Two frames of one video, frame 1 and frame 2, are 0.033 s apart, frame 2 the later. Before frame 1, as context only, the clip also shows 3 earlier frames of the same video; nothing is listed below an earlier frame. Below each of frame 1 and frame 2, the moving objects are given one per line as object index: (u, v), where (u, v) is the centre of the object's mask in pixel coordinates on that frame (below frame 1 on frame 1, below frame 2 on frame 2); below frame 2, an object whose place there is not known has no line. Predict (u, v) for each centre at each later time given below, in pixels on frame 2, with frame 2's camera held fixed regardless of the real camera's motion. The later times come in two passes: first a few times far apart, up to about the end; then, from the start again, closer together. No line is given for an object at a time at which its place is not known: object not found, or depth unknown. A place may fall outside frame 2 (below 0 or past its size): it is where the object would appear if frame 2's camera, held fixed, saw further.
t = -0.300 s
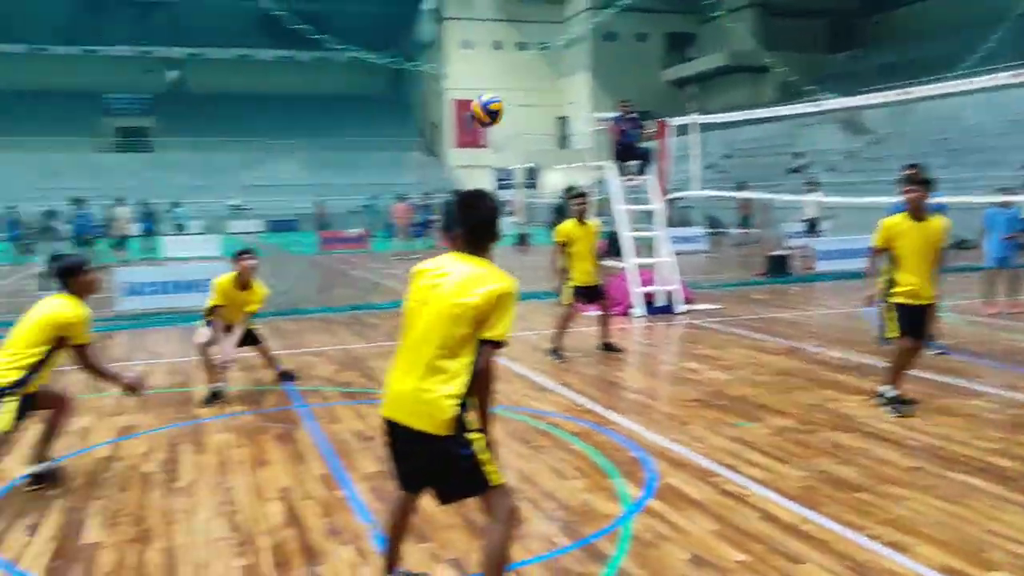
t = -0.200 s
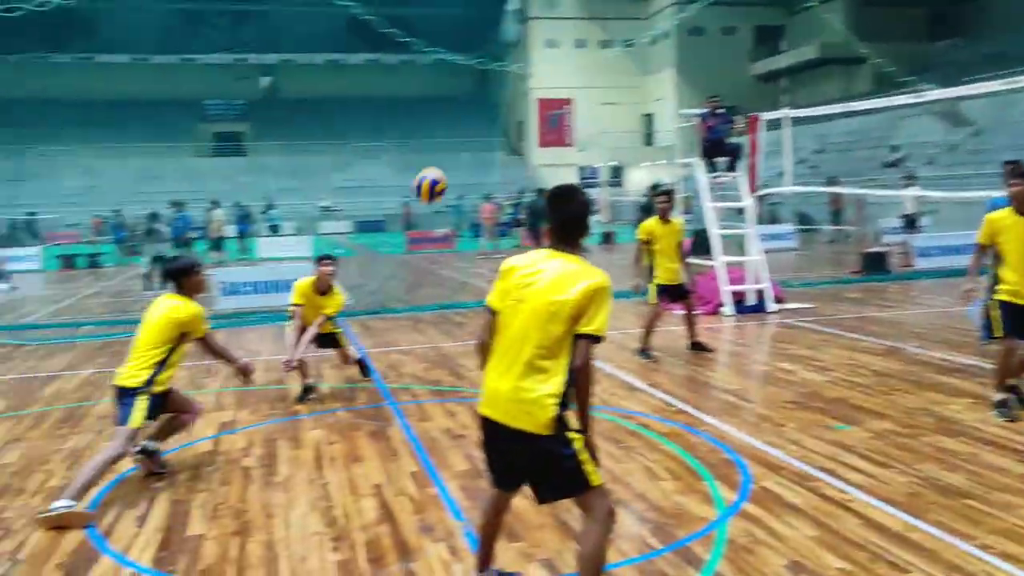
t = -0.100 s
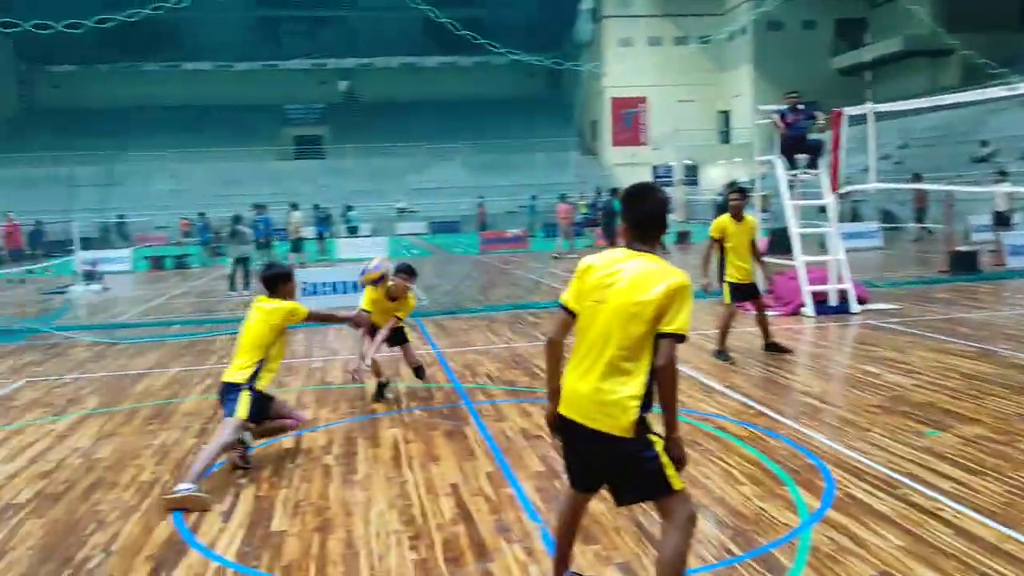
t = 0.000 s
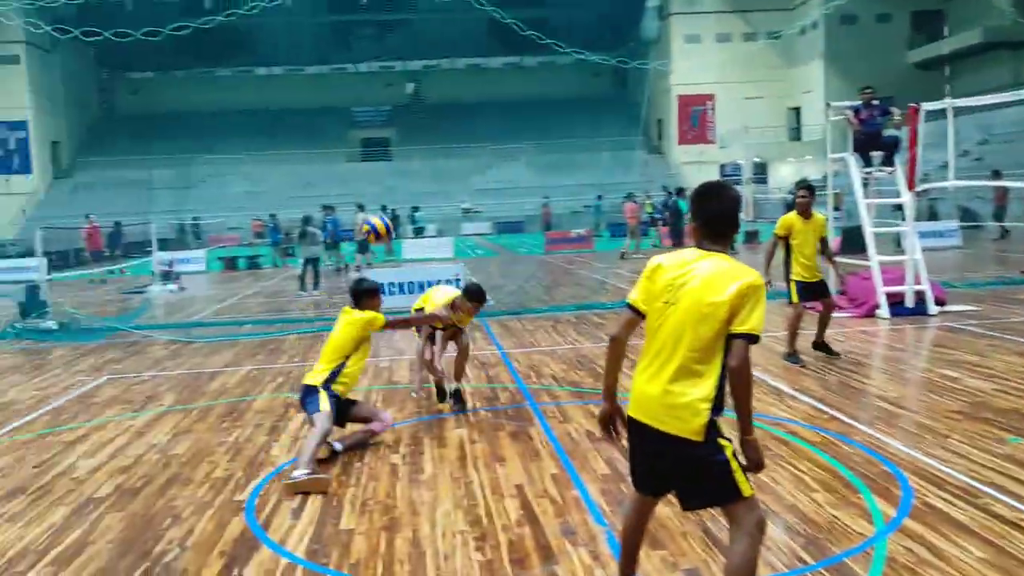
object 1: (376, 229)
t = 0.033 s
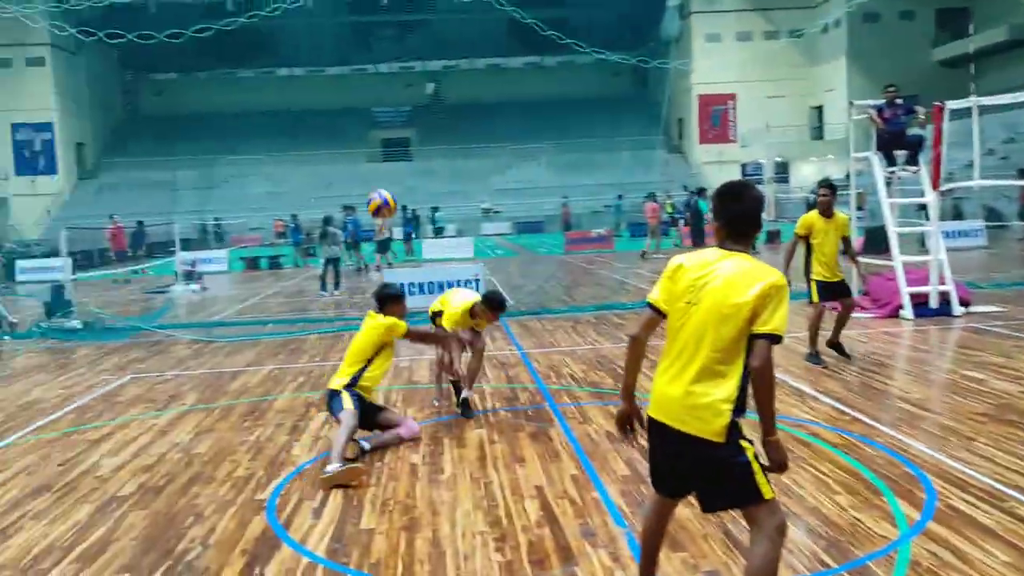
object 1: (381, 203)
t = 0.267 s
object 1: (279, 81)
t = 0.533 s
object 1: (182, 39)
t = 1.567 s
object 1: (-108, 277)
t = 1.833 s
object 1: (-201, 226)
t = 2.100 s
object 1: (-211, 219)
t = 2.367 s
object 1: (-182, 270)
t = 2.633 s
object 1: (-134, 381)
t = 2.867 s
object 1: (-113, 341)
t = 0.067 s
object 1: (367, 182)
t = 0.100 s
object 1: (350, 160)
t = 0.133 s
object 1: (335, 140)
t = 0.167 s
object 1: (321, 123)
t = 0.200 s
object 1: (307, 108)
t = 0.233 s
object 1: (293, 93)
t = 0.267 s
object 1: (279, 81)
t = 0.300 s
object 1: (266, 70)
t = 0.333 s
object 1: (253, 61)
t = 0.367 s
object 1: (240, 54)
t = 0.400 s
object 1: (229, 48)
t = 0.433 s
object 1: (216, 43)
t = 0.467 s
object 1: (204, 41)
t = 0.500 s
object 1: (194, 40)
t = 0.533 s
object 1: (182, 39)
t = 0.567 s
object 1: (171, 42)
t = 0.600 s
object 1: (161, 46)
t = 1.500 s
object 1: (-81, 300)
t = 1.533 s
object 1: (-95, 287)
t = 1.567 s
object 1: (-108, 277)
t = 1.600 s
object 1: (-123, 268)
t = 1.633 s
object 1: (-135, 257)
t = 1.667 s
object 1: (-149, 250)
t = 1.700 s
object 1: (-164, 244)
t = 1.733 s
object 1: (-177, 239)
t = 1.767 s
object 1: (-186, 235)
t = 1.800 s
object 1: (-195, 231)
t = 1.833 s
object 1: (-201, 226)
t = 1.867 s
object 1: (-207, 223)
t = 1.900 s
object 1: (-211, 221)
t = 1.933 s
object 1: (-214, 218)
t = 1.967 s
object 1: (-214, 217)
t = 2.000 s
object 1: (-215, 216)
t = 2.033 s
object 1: (-214, 216)
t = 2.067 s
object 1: (-213, 217)
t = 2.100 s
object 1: (-211, 219)
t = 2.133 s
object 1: (-209, 223)
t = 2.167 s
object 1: (-206, 226)
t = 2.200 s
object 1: (-203, 231)
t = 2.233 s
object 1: (-199, 236)
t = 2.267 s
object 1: (-195, 243)
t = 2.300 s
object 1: (-192, 251)
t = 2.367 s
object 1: (-182, 270)
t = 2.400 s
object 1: (-178, 281)
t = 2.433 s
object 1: (-173, 292)
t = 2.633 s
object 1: (-134, 381)
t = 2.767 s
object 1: (-121, 359)
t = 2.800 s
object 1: (-119, 352)
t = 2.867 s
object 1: (-113, 341)
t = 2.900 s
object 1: (-110, 336)
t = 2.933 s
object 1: (-106, 333)
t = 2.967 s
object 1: (-102, 331)
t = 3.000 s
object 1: (-100, 329)
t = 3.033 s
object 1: (-95, 329)
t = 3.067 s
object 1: (-91, 329)
